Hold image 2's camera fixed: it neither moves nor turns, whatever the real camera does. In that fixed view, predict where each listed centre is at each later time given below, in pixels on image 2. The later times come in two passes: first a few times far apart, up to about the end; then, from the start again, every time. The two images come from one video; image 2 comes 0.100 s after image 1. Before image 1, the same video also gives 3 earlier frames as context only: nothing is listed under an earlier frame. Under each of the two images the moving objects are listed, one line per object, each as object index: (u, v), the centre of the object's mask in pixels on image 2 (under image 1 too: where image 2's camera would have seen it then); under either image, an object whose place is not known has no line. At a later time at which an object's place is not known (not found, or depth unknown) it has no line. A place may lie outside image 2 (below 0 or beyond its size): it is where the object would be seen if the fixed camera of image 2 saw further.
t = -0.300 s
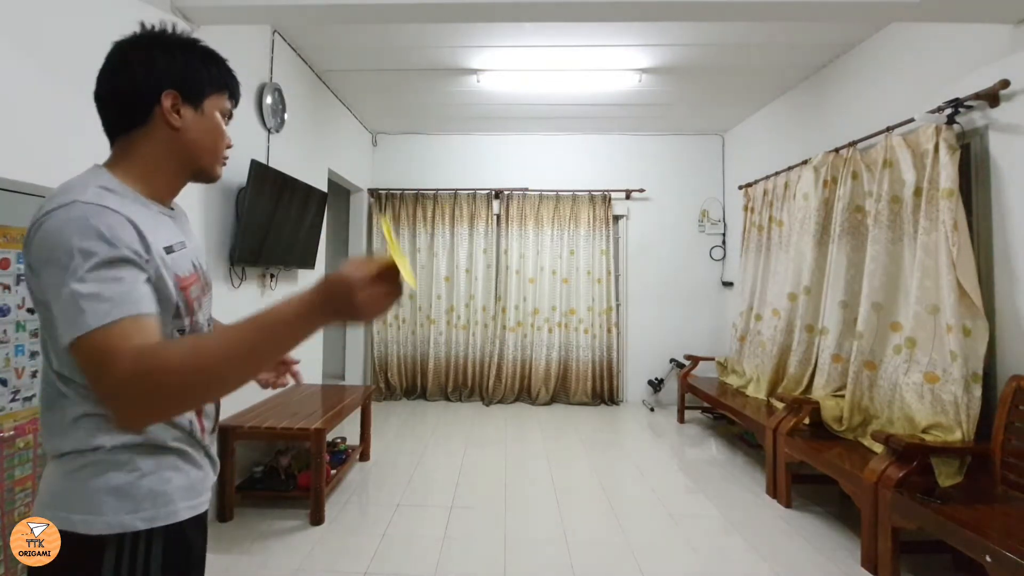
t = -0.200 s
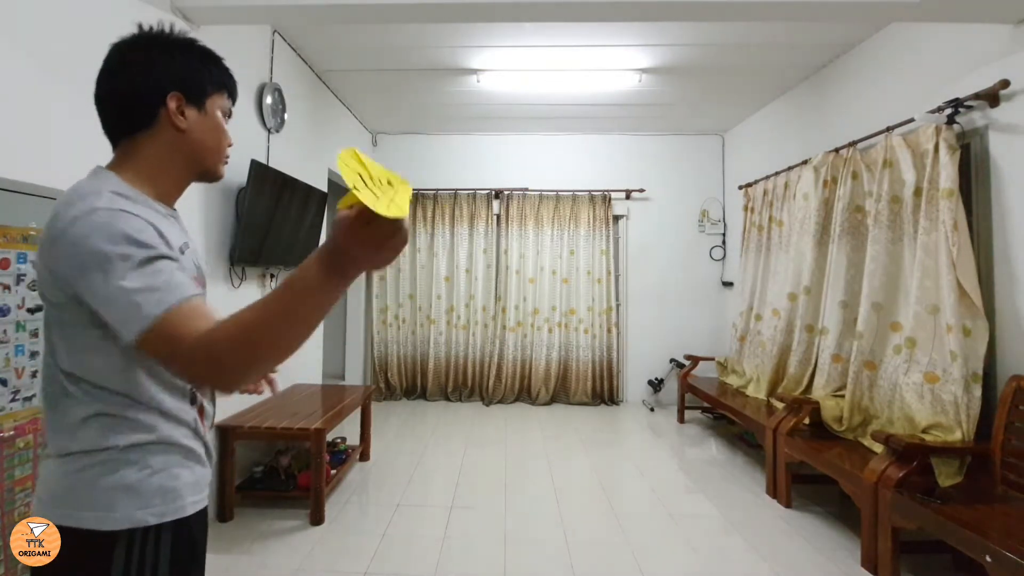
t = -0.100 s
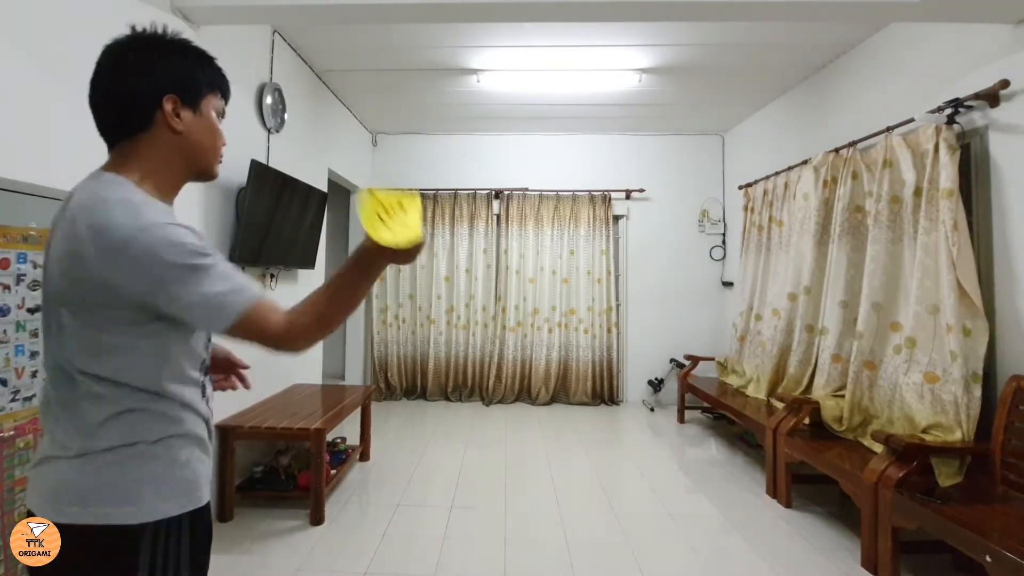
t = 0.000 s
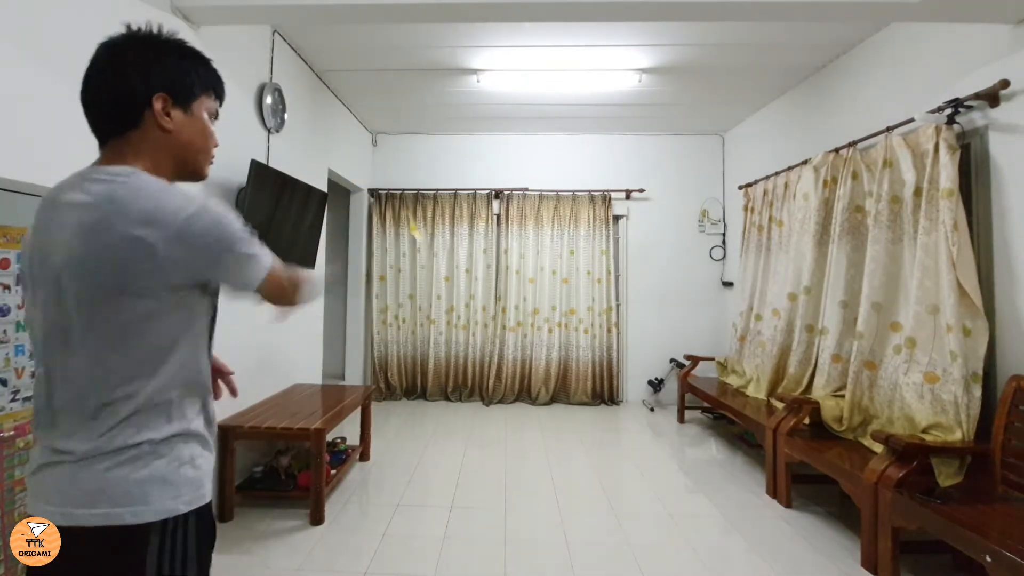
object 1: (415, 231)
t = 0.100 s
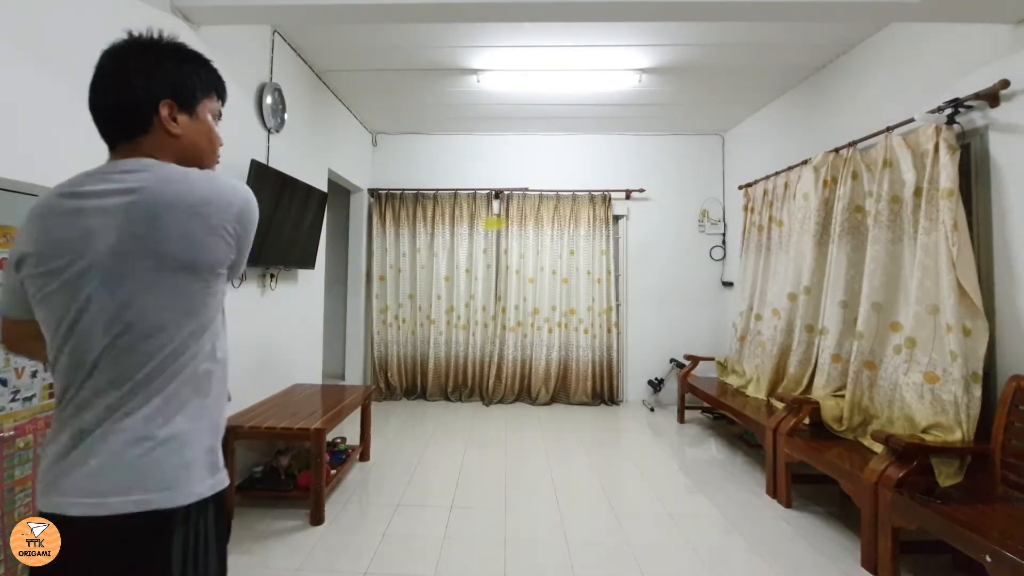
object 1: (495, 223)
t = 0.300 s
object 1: (675, 175)
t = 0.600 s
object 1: (852, 111)
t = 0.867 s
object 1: (851, 102)
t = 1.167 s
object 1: (648, 157)
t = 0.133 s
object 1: (527, 217)
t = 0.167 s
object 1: (558, 207)
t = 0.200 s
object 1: (590, 200)
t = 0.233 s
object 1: (620, 194)
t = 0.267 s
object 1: (648, 185)
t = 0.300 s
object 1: (675, 175)
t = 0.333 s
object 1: (704, 167)
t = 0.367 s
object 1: (726, 159)
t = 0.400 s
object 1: (749, 150)
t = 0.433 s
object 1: (771, 141)
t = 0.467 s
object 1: (791, 134)
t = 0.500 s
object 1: (808, 128)
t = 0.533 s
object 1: (825, 123)
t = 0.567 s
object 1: (841, 118)
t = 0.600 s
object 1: (852, 111)
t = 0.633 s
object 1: (862, 106)
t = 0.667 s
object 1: (868, 104)
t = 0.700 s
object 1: (872, 102)
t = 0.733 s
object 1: (873, 100)
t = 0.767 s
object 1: (872, 99)
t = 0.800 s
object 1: (868, 99)
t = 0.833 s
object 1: (861, 100)
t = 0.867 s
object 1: (851, 102)
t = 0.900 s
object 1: (839, 105)
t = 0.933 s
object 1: (824, 108)
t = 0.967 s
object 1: (805, 113)
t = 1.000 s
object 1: (787, 117)
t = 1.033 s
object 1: (763, 124)
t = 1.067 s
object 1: (738, 131)
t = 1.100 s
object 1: (712, 138)
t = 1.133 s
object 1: (679, 147)
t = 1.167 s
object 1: (648, 157)
